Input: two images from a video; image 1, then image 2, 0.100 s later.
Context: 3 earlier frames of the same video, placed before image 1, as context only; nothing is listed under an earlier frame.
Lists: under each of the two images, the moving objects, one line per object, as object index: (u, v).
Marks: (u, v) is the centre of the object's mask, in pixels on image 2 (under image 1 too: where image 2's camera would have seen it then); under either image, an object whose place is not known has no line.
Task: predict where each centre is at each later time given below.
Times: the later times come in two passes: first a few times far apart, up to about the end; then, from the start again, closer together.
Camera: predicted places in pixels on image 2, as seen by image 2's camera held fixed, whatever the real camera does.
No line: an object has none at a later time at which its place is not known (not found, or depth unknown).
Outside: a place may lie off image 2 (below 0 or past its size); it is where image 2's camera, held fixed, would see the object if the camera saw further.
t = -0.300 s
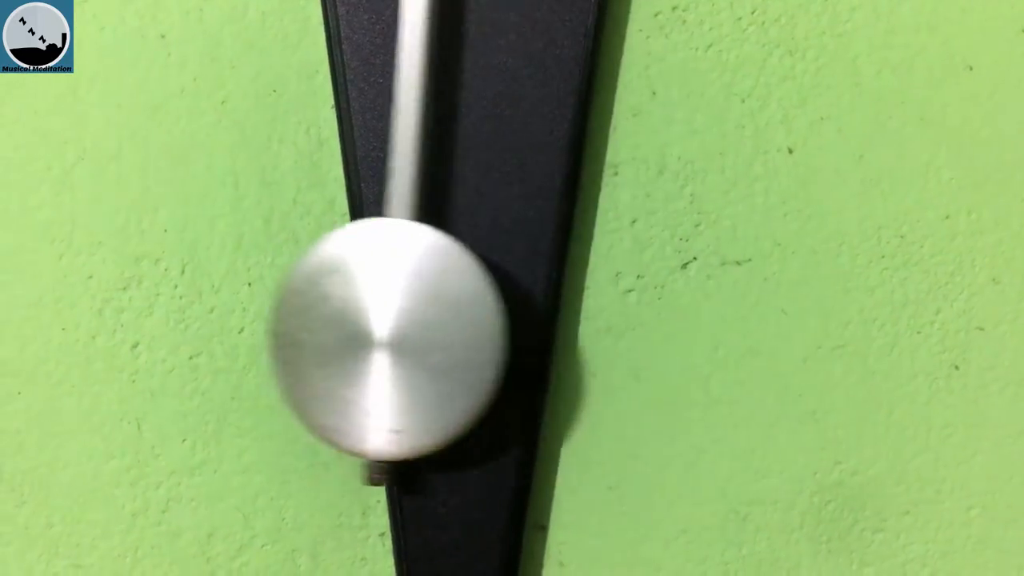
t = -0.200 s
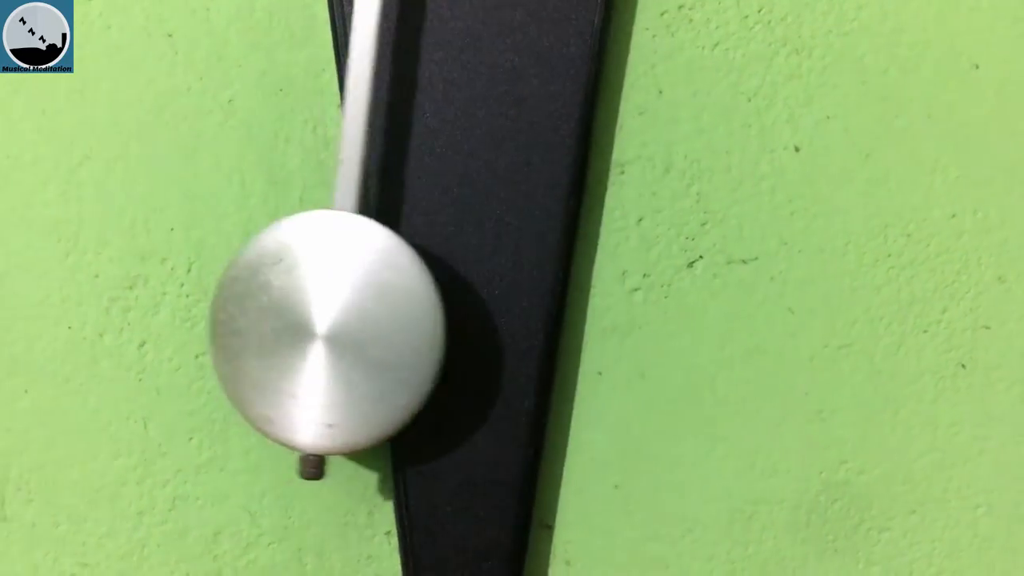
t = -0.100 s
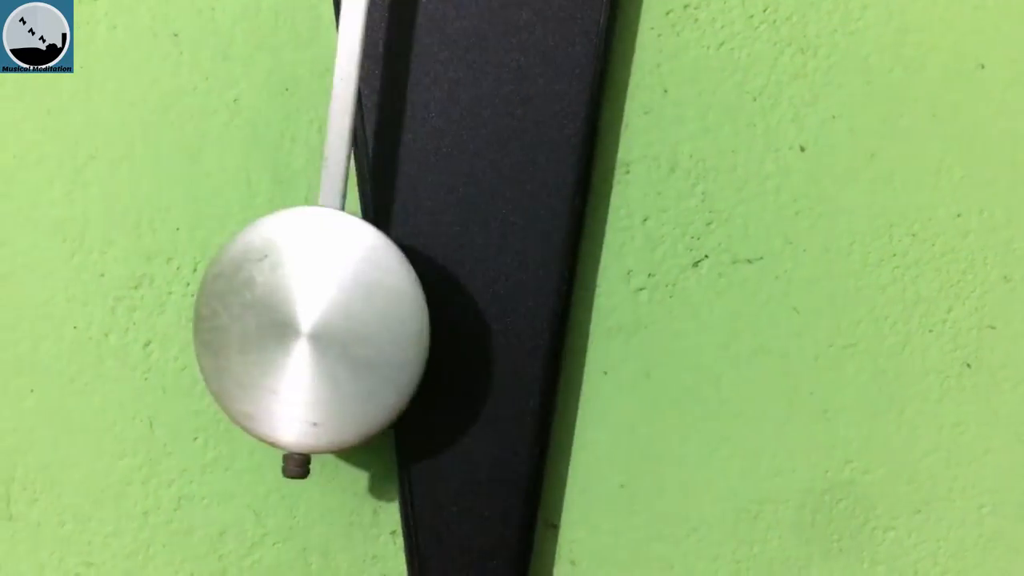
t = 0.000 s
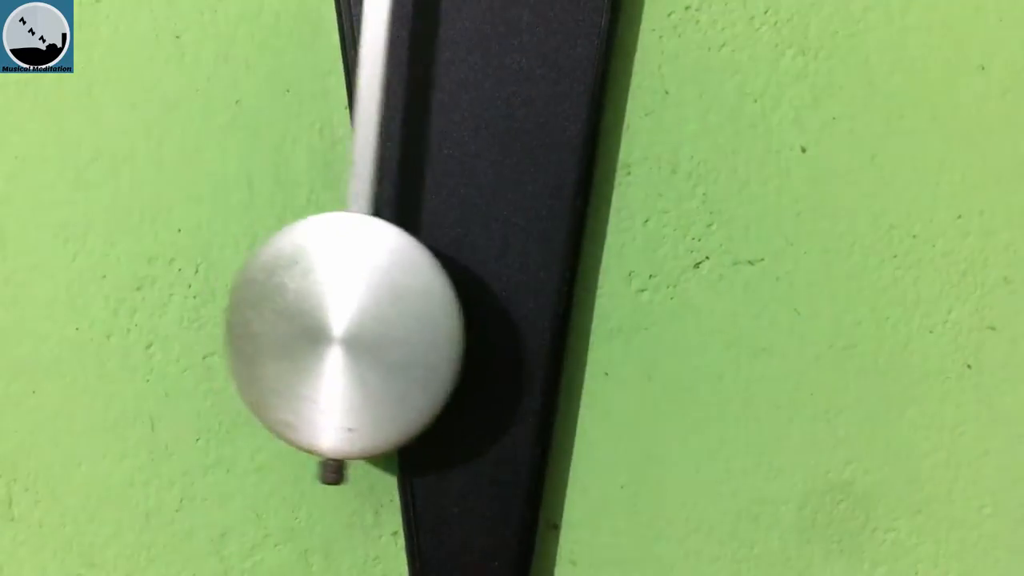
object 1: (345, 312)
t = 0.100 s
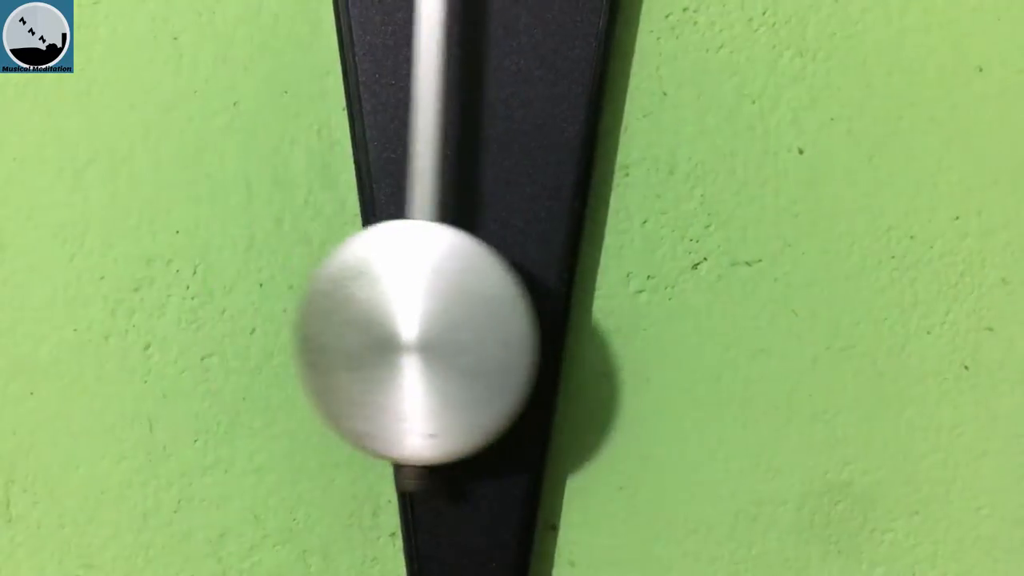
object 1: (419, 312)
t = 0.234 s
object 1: (539, 312)
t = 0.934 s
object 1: (354, 310)
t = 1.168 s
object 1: (344, 308)
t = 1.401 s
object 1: (533, 310)
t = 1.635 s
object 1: (668, 311)
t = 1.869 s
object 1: (556, 312)
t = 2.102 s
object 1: (358, 309)
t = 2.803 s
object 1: (668, 312)
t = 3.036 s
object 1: (564, 307)
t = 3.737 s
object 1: (517, 312)
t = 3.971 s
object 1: (665, 310)
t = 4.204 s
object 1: (570, 309)
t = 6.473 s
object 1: (631, 313)
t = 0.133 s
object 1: (449, 311)
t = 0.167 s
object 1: (479, 311)
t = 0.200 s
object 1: (508, 313)
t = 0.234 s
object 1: (539, 312)
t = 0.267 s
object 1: (568, 311)
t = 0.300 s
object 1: (595, 312)
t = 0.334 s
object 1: (618, 311)
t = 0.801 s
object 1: (461, 310)
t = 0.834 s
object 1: (430, 311)
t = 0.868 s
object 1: (402, 310)
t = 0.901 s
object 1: (376, 310)
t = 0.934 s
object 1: (354, 310)
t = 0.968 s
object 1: (336, 309)
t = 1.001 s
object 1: (323, 309)
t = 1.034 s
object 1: (316, 308)
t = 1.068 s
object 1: (314, 308)
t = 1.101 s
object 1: (319, 308)
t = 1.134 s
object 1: (328, 309)
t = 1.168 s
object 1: (344, 308)
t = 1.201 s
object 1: (364, 307)
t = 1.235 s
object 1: (387, 308)
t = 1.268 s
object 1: (415, 308)
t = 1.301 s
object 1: (443, 308)
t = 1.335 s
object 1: (473, 309)
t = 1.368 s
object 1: (502, 310)
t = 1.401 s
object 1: (533, 310)
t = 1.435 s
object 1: (563, 310)
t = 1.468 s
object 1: (590, 310)
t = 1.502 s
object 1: (615, 310)
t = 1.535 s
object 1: (635, 310)
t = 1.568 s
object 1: (652, 311)
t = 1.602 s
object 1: (663, 310)
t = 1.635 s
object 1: (668, 311)
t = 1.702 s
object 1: (662, 311)
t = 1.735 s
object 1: (649, 312)
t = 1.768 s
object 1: (632, 311)
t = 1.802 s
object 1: (610, 311)
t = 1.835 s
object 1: (584, 312)
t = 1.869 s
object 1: (556, 312)
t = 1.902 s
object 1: (525, 312)
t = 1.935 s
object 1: (495, 311)
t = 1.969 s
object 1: (465, 311)
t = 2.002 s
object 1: (435, 310)
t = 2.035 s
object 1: (406, 309)
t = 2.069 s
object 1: (381, 309)
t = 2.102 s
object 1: (358, 309)
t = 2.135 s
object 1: (340, 308)
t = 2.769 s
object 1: (662, 312)
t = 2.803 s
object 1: (668, 312)
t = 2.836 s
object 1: (668, 312)
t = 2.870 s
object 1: (663, 312)
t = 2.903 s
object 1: (652, 311)
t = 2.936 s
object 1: (636, 310)
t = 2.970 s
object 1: (614, 309)
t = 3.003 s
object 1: (591, 308)
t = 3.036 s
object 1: (564, 307)
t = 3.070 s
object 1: (535, 308)
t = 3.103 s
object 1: (505, 308)
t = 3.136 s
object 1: (477, 308)
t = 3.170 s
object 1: (447, 307)
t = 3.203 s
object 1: (419, 307)
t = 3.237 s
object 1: (392, 306)
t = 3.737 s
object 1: (517, 312)
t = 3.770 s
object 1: (549, 312)
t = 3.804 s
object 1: (577, 312)
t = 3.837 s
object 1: (603, 311)
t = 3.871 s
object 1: (626, 311)
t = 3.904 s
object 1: (644, 311)
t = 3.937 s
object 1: (658, 310)
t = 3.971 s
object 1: (665, 310)
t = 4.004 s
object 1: (667, 309)
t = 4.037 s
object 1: (664, 309)
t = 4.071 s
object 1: (654, 310)
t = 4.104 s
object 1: (639, 310)
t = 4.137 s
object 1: (620, 310)
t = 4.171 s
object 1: (597, 309)
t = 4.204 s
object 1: (570, 309)
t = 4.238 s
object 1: (541, 311)
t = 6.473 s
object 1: (631, 313)
